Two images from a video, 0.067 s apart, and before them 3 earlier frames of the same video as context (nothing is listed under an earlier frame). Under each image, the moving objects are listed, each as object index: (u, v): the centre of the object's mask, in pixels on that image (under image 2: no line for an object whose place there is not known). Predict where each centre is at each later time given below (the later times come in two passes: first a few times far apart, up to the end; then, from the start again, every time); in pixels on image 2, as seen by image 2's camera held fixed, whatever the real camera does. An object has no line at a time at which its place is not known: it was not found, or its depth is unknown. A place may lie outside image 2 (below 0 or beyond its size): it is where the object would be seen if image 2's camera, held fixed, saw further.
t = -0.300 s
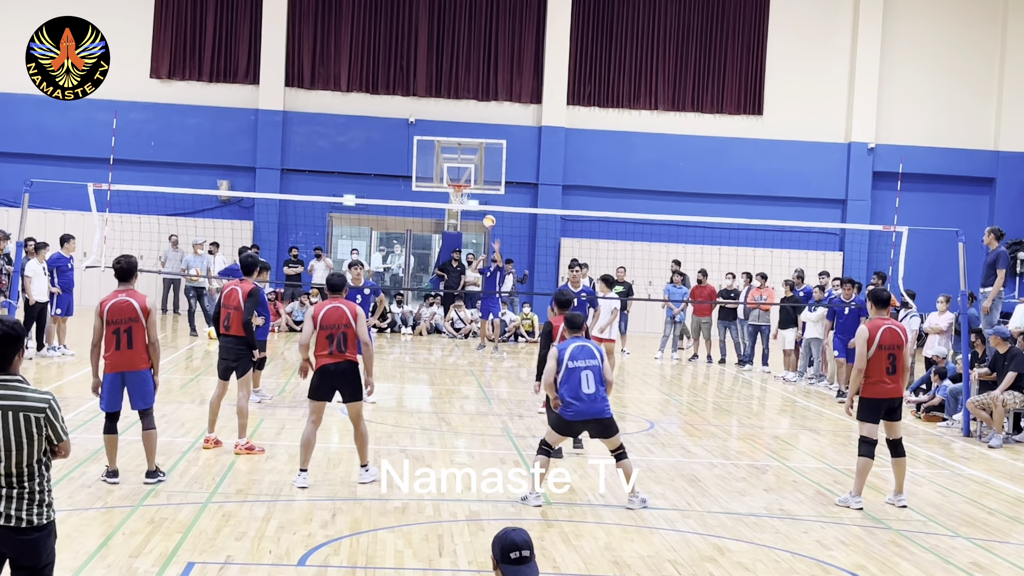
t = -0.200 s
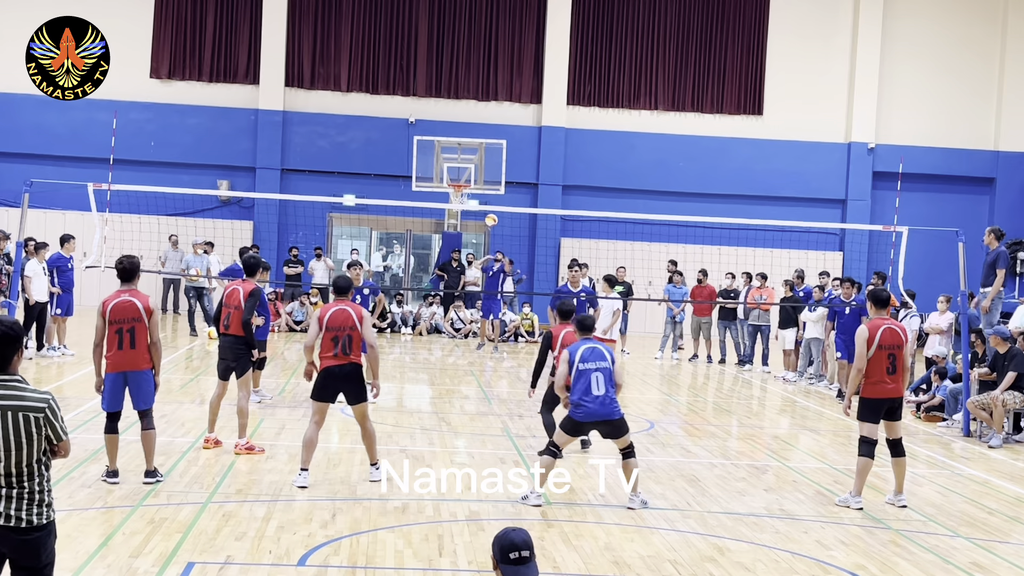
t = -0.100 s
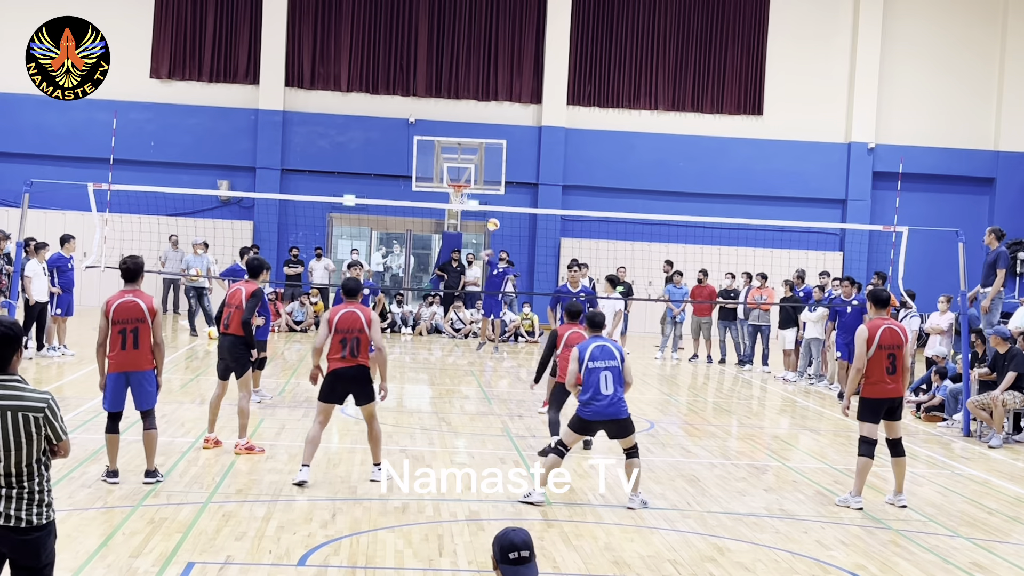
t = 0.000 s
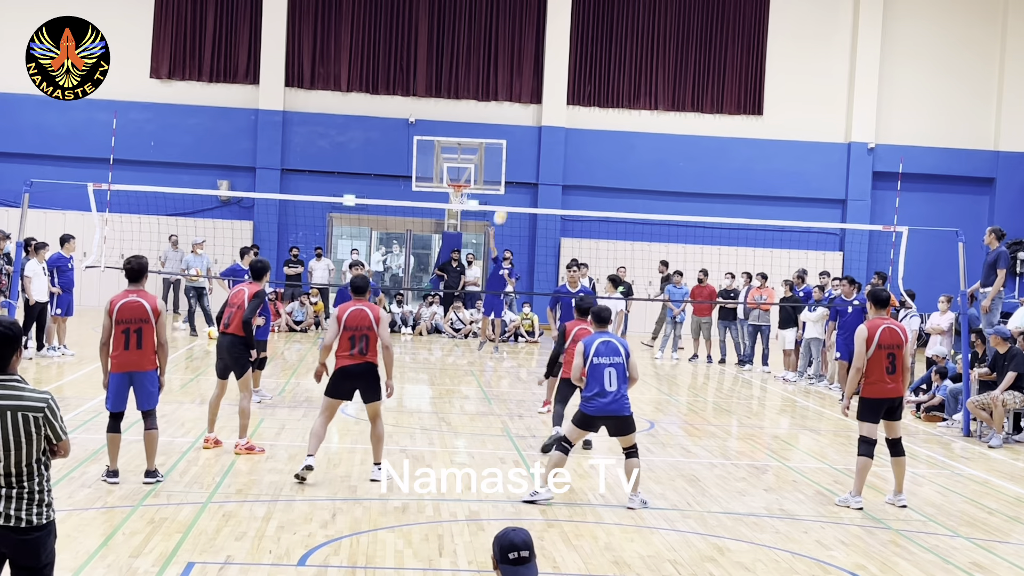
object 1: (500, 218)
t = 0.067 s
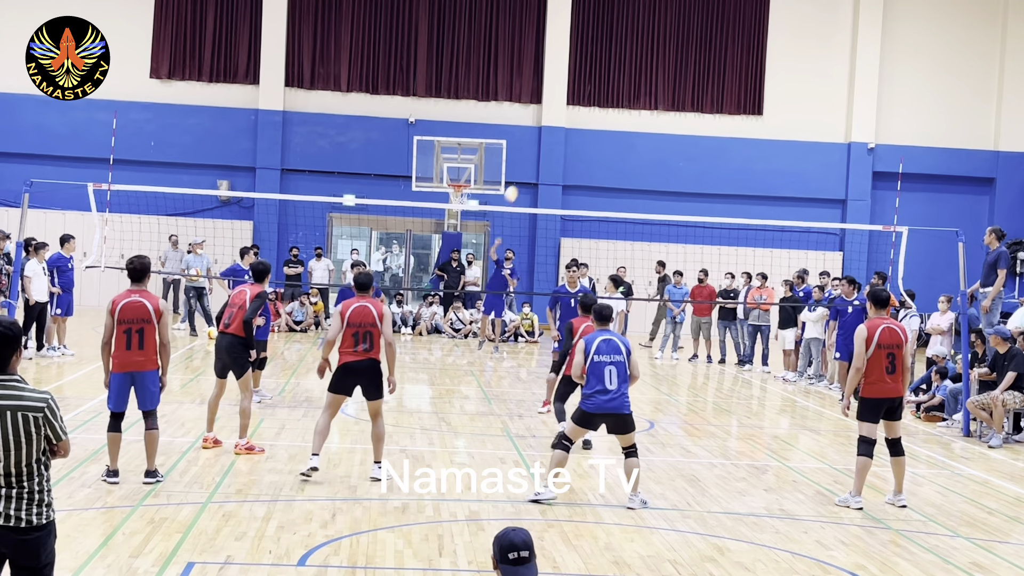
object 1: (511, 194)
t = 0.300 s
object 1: (552, 127)
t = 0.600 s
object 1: (612, 71)
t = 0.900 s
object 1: (685, 84)
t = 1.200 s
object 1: (775, 188)
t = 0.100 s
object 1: (517, 183)
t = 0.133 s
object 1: (523, 172)
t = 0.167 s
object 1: (529, 162)
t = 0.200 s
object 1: (534, 152)
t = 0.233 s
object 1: (540, 142)
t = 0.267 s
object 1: (546, 133)
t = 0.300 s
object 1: (552, 127)
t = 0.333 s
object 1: (559, 115)
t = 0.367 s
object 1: (565, 106)
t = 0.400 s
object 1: (572, 99)
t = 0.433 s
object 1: (577, 94)
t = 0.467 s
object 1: (584, 88)
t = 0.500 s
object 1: (590, 83)
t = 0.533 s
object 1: (597, 78)
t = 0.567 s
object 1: (604, 75)
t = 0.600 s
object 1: (612, 71)
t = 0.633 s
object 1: (618, 68)
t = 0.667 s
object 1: (625, 66)
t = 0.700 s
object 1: (634, 65)
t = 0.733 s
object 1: (642, 66)
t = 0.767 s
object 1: (651, 67)
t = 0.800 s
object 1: (659, 71)
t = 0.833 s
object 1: (667, 74)
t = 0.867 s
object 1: (676, 78)
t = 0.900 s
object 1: (685, 84)
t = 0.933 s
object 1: (694, 90)
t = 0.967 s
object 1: (704, 98)
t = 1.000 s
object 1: (713, 107)
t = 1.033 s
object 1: (722, 116)
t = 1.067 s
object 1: (731, 130)
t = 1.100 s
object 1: (743, 143)
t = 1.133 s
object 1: (753, 156)
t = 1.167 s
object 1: (764, 171)
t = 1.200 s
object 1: (775, 188)
